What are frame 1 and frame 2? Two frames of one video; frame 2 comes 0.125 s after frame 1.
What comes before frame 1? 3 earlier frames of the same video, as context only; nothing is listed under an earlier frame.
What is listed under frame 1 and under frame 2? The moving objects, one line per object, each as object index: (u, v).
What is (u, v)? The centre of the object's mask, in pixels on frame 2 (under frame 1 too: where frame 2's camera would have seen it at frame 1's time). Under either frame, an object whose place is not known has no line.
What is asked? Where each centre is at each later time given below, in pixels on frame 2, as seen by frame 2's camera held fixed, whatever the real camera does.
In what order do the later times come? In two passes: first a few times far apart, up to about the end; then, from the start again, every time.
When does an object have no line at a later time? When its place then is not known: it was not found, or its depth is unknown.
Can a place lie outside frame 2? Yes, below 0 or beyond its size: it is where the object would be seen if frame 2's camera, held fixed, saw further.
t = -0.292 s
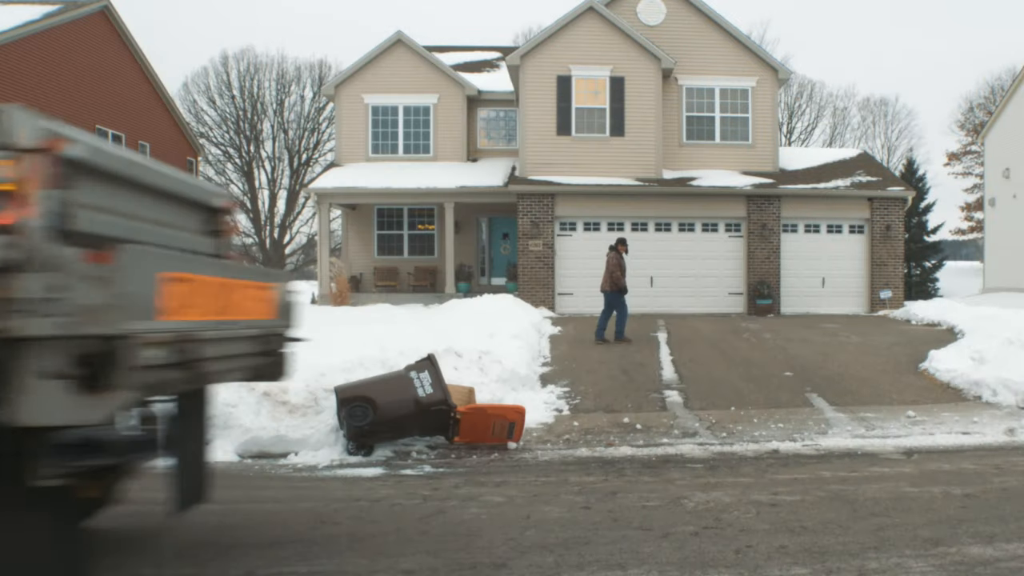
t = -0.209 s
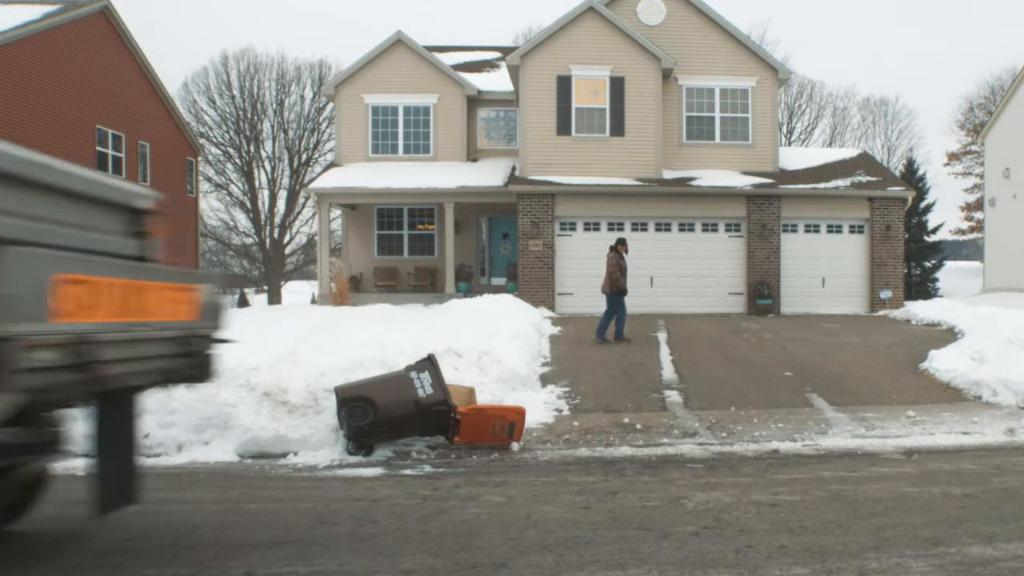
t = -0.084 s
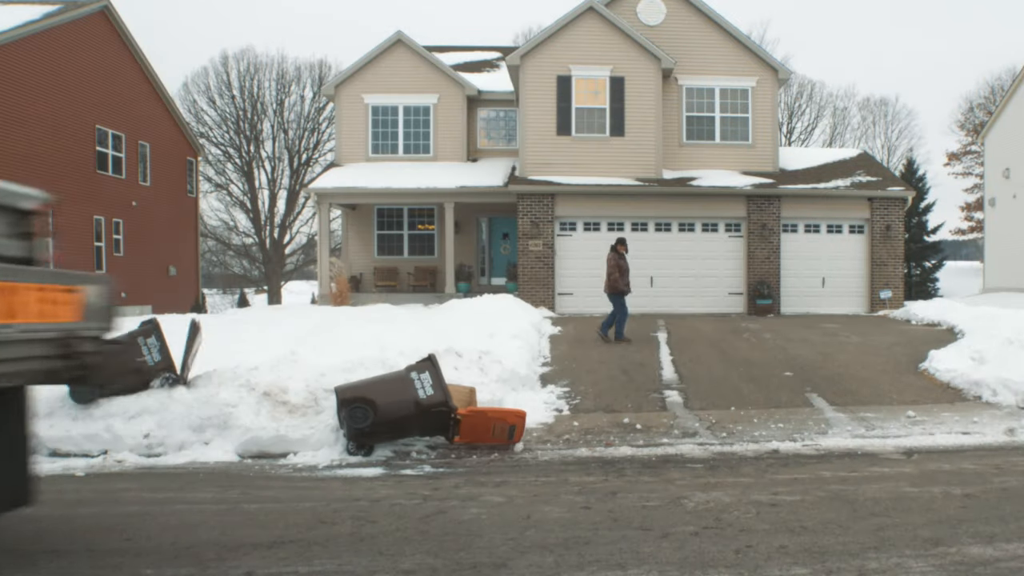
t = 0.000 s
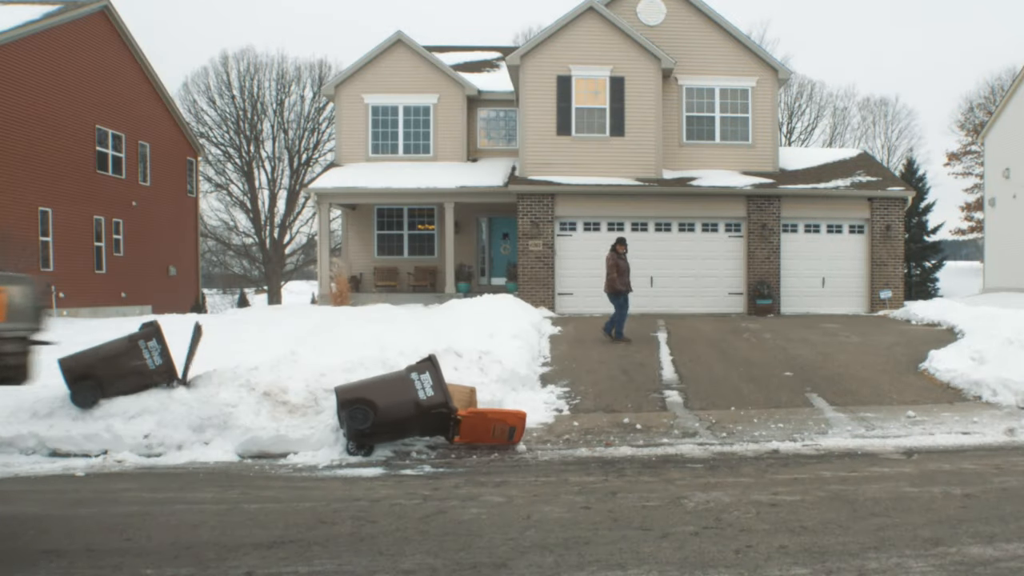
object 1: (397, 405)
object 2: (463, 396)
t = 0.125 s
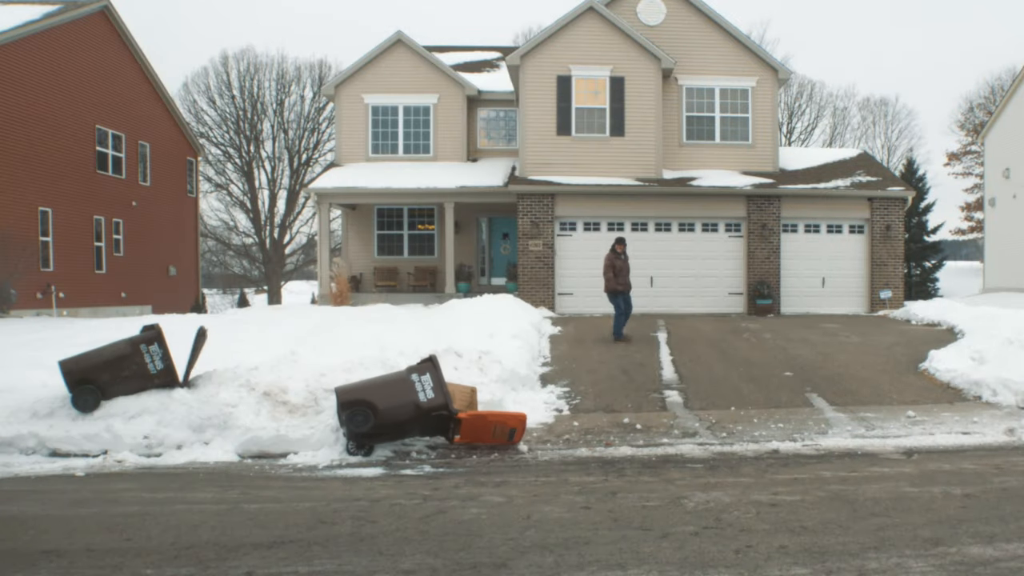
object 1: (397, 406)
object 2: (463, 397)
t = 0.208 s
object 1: (397, 406)
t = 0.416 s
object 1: (399, 409)
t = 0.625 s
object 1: (403, 418)
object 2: (471, 409)
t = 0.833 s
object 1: (403, 418)
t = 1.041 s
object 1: (400, 418)
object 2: (481, 419)
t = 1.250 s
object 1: (398, 418)
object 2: (488, 426)
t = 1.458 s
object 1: (398, 419)
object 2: (489, 424)
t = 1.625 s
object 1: (398, 418)
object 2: (487, 426)
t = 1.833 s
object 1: (398, 419)
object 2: (486, 427)
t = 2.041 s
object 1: (398, 419)
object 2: (486, 428)
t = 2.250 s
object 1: (398, 419)
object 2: (486, 428)
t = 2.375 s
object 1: (398, 418)
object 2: (486, 428)
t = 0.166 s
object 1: (397, 406)
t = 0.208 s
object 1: (397, 406)
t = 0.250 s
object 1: (397, 406)
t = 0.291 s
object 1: (398, 406)
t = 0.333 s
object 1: (398, 407)
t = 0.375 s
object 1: (399, 408)
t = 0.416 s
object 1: (399, 409)
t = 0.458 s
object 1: (399, 411)
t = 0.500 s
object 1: (400, 413)
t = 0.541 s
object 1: (400, 417)
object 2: (469, 407)
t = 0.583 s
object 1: (403, 419)
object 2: (469, 408)
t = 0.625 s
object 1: (403, 418)
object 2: (471, 409)
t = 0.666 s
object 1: (404, 419)
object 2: (473, 409)
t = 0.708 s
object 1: (404, 418)
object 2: (474, 410)
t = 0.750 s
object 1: (404, 418)
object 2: (475, 410)
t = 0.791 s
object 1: (404, 418)
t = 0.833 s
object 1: (403, 418)
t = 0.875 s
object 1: (403, 419)
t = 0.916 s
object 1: (402, 419)
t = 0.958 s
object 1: (402, 419)
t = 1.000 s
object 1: (401, 418)
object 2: (479, 417)
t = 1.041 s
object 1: (400, 418)
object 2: (481, 419)
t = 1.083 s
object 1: (400, 418)
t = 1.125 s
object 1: (399, 419)
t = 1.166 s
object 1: (398, 419)
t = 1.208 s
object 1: (399, 419)
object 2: (487, 426)
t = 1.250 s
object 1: (398, 418)
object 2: (488, 426)
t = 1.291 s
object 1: (398, 419)
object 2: (488, 426)
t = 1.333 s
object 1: (398, 419)
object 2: (485, 424)
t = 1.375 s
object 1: (398, 419)
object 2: (485, 424)
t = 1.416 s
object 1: (398, 419)
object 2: (486, 423)
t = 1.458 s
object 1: (398, 419)
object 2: (489, 424)
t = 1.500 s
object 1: (397, 419)
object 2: (487, 424)
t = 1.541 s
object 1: (398, 418)
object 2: (488, 425)
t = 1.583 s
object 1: (397, 419)
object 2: (487, 425)
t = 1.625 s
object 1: (398, 418)
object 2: (487, 426)
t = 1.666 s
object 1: (398, 419)
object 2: (486, 426)
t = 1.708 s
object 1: (398, 419)
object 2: (486, 427)
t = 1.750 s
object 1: (398, 418)
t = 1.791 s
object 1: (397, 419)
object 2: (486, 428)
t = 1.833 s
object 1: (398, 419)
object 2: (486, 427)
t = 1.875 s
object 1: (398, 418)
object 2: (486, 428)
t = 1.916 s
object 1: (397, 419)
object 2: (486, 428)
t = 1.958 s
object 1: (398, 418)
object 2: (486, 428)
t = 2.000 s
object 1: (397, 419)
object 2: (486, 428)
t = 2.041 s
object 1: (398, 419)
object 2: (486, 428)
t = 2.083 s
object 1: (398, 418)
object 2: (486, 428)
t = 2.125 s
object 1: (397, 419)
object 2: (486, 428)
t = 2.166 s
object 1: (398, 419)
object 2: (486, 428)
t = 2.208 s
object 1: (398, 419)
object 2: (486, 428)
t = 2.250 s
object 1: (398, 419)
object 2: (486, 428)
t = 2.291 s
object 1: (398, 419)
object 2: (486, 428)
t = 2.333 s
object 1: (398, 419)
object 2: (486, 428)
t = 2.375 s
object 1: (398, 418)
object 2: (486, 428)
